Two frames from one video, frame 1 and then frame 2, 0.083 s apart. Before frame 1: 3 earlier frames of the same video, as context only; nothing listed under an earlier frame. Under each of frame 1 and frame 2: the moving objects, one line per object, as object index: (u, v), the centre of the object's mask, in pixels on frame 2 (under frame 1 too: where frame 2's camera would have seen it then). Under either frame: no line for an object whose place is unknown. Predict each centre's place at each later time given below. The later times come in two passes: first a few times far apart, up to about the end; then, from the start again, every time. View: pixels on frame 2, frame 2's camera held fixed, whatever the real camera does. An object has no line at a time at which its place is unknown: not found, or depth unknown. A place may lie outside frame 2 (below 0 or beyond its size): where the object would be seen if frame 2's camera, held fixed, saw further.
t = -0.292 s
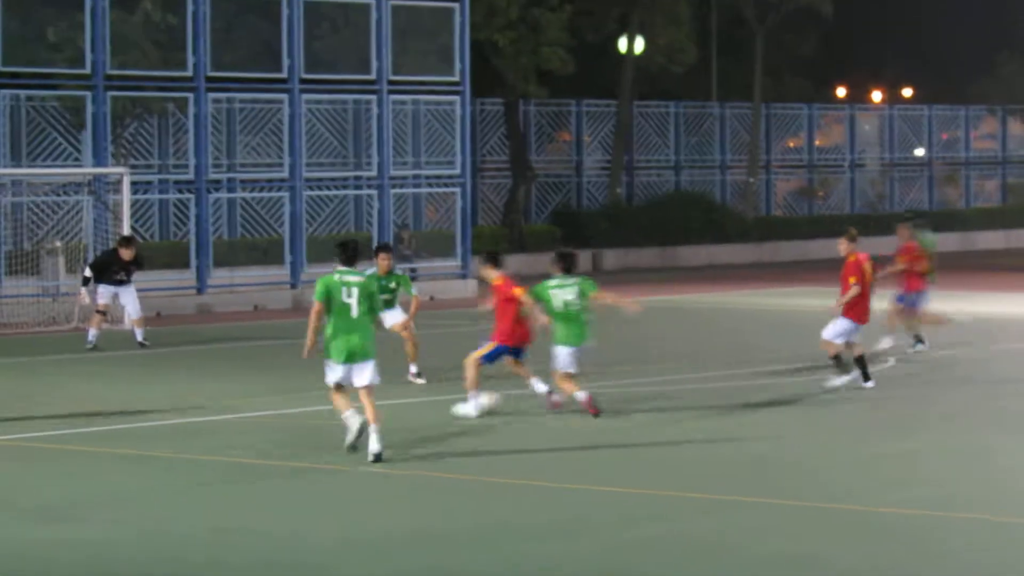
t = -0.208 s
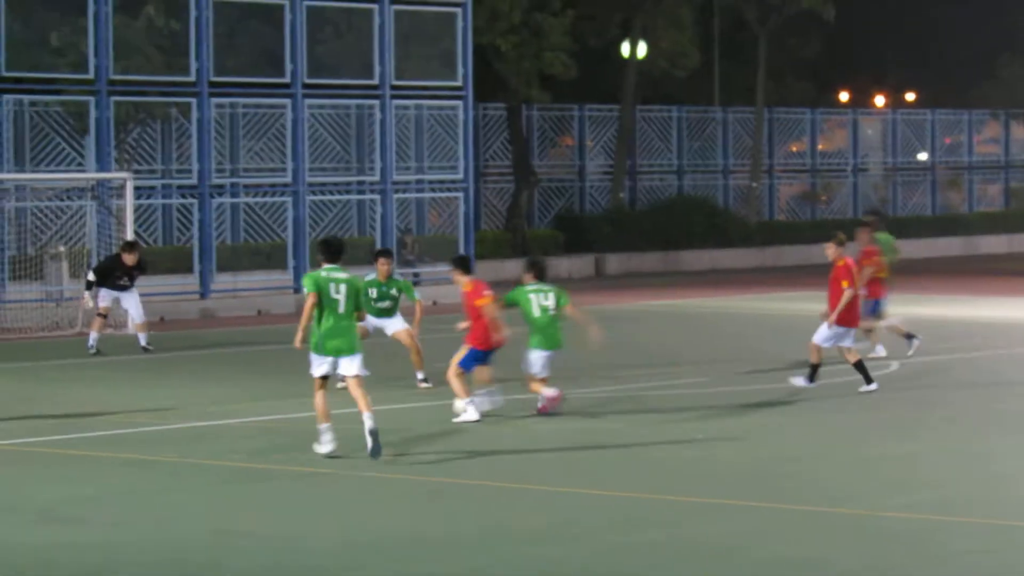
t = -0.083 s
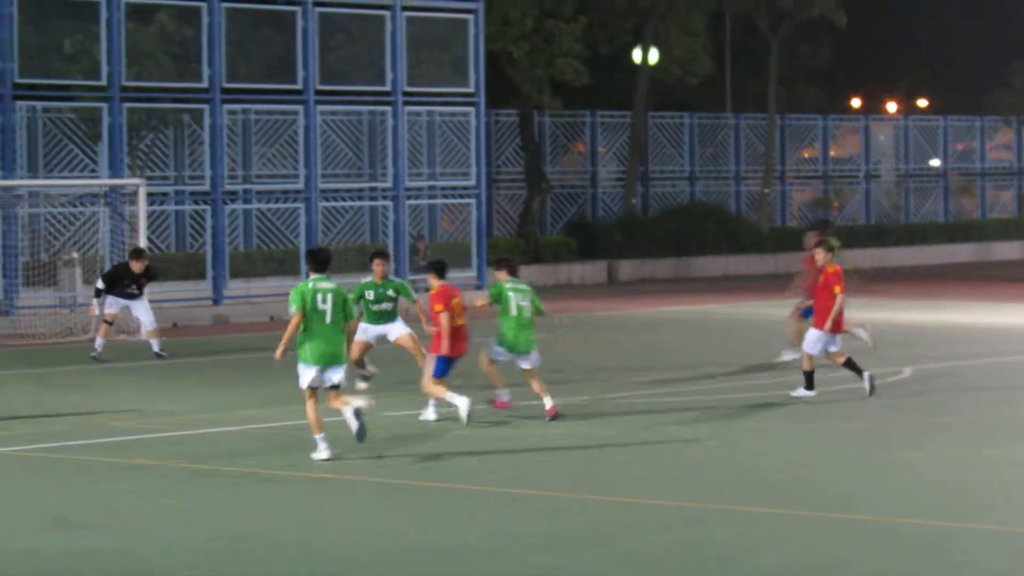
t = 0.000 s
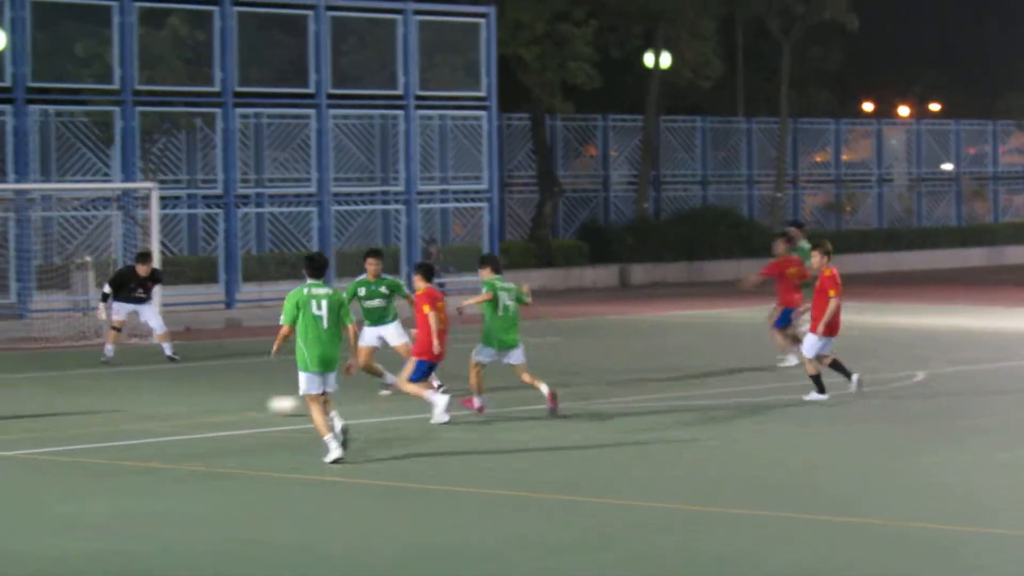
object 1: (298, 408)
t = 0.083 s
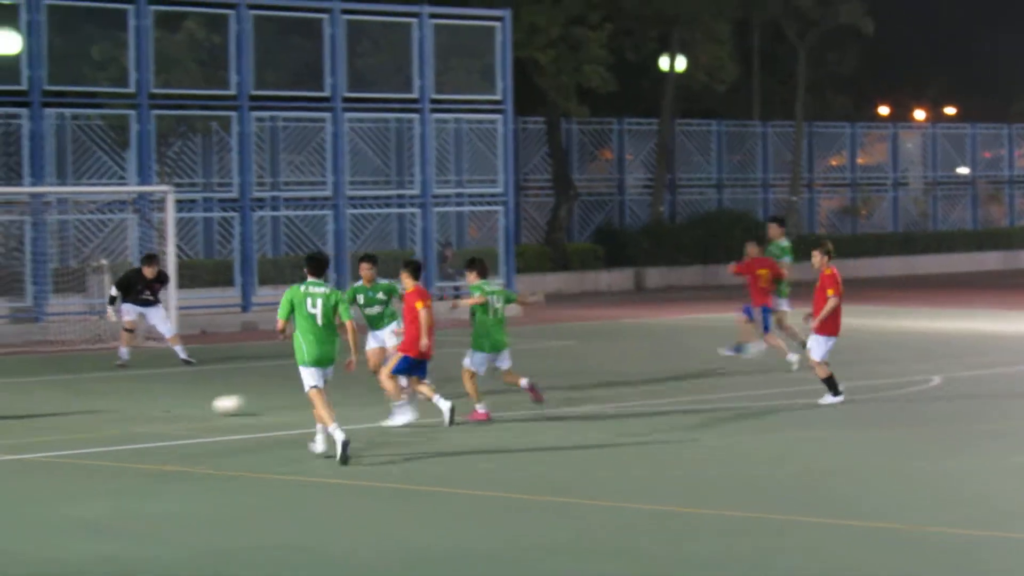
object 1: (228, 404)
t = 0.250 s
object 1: (109, 396)
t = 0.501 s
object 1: (-19, 386)
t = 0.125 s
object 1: (195, 402)
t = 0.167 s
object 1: (164, 400)
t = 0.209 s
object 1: (135, 398)
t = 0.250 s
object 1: (109, 396)
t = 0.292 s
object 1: (82, 395)
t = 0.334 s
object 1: (59, 393)
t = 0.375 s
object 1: (38, 391)
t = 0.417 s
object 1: (19, 390)
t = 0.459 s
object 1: (0, 387)
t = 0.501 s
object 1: (-19, 386)
